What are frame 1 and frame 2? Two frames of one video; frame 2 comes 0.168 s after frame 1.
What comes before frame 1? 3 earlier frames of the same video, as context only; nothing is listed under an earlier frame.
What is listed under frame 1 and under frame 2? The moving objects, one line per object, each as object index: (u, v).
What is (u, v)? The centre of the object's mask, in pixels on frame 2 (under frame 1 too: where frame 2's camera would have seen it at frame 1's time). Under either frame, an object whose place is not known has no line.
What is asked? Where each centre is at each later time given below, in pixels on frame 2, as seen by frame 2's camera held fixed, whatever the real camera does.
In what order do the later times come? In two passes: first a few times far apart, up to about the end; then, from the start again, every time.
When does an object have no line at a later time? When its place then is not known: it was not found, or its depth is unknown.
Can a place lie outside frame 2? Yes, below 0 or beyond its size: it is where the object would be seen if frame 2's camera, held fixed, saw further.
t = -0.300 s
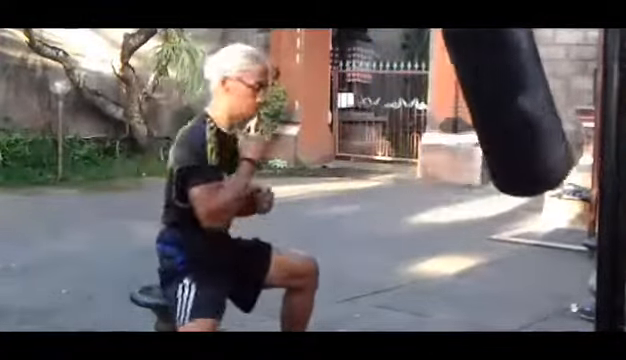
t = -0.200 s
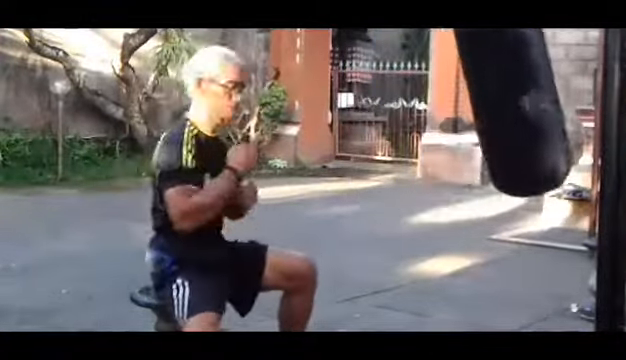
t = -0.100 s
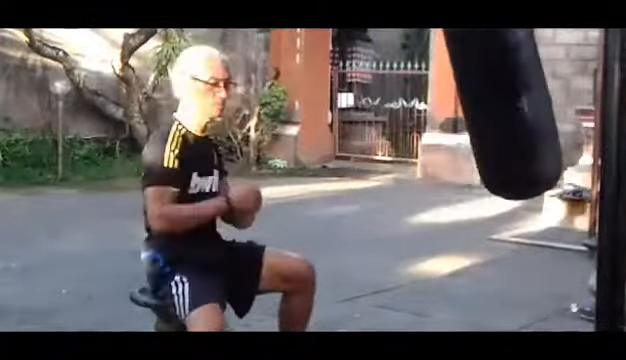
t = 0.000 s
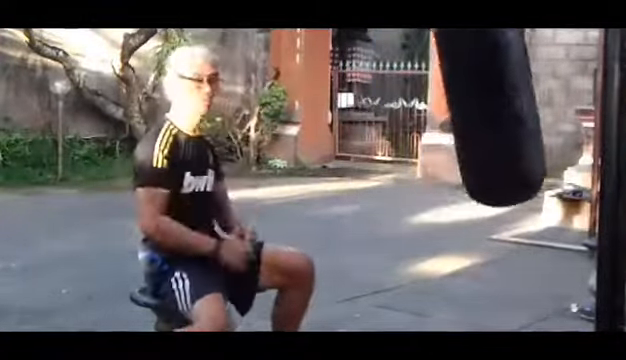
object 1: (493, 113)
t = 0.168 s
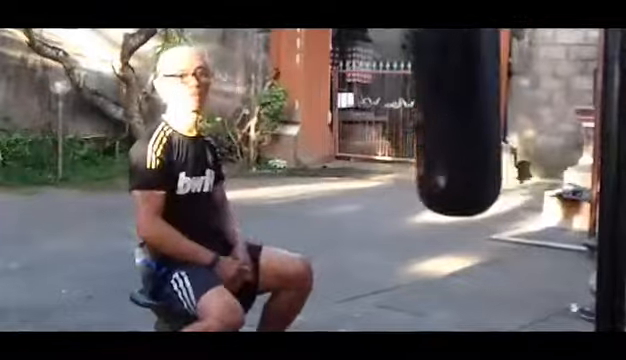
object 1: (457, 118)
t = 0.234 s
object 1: (440, 121)
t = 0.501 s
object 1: (375, 118)
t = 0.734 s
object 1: (345, 113)
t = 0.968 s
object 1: (357, 117)
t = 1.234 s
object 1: (418, 124)
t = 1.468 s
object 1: (475, 120)
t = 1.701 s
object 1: (509, 111)
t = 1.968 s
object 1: (505, 111)
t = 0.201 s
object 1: (449, 120)
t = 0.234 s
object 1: (440, 121)
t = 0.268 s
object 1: (432, 121)
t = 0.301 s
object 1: (423, 121)
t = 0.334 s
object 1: (415, 121)
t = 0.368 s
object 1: (406, 121)
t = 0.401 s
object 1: (398, 120)
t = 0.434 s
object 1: (391, 120)
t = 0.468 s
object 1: (383, 119)
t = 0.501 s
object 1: (375, 118)
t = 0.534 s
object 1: (368, 117)
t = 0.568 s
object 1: (362, 116)
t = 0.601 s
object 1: (357, 116)
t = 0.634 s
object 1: (354, 114)
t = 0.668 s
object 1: (350, 114)
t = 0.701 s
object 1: (347, 114)
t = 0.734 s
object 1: (345, 113)
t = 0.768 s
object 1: (344, 113)
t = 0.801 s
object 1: (345, 113)
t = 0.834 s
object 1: (345, 113)
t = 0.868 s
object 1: (346, 114)
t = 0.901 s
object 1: (348, 115)
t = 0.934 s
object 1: (352, 116)
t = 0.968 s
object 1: (357, 117)
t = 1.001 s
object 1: (363, 118)
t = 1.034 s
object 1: (369, 119)
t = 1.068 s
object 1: (376, 120)
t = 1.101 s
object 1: (384, 121)
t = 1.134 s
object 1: (392, 122)
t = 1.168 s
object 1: (401, 123)
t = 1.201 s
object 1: (409, 123)
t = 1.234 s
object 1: (418, 124)
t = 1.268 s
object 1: (426, 124)
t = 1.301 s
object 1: (435, 124)
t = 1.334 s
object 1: (442, 124)
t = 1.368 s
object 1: (451, 123)
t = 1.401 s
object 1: (460, 122)
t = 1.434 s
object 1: (468, 121)
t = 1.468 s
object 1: (475, 120)
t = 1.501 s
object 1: (482, 119)
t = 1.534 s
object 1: (488, 118)
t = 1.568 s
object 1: (493, 116)
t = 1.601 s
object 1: (498, 115)
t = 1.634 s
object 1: (502, 113)
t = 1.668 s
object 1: (506, 112)
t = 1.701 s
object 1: (509, 111)
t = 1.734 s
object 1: (511, 110)
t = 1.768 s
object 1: (512, 110)
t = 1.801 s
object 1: (513, 109)
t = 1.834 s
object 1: (512, 109)
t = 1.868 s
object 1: (512, 109)
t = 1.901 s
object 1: (510, 109)
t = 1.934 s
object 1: (508, 110)
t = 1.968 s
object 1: (505, 111)
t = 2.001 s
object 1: (501, 111)
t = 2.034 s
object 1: (497, 113)
